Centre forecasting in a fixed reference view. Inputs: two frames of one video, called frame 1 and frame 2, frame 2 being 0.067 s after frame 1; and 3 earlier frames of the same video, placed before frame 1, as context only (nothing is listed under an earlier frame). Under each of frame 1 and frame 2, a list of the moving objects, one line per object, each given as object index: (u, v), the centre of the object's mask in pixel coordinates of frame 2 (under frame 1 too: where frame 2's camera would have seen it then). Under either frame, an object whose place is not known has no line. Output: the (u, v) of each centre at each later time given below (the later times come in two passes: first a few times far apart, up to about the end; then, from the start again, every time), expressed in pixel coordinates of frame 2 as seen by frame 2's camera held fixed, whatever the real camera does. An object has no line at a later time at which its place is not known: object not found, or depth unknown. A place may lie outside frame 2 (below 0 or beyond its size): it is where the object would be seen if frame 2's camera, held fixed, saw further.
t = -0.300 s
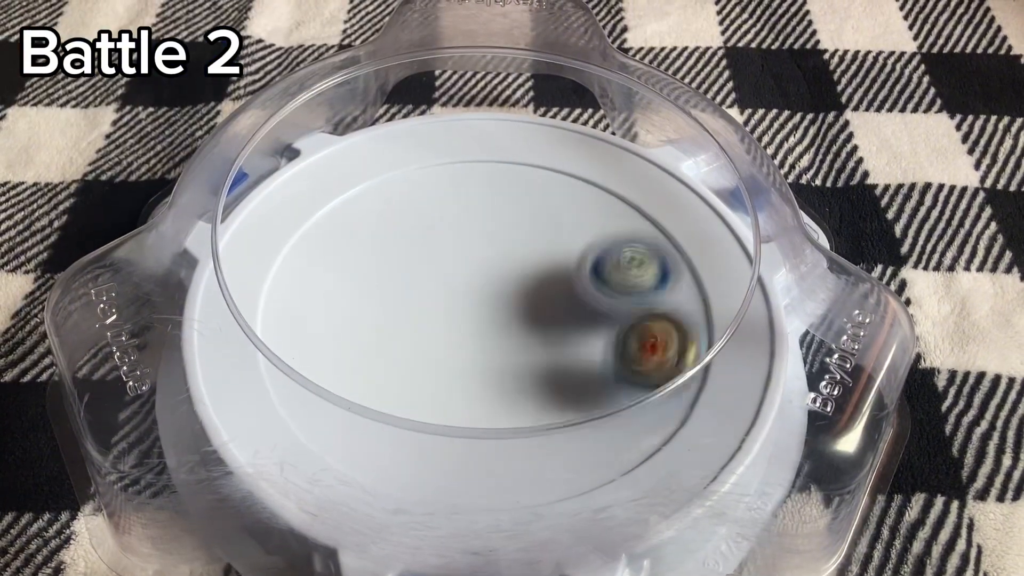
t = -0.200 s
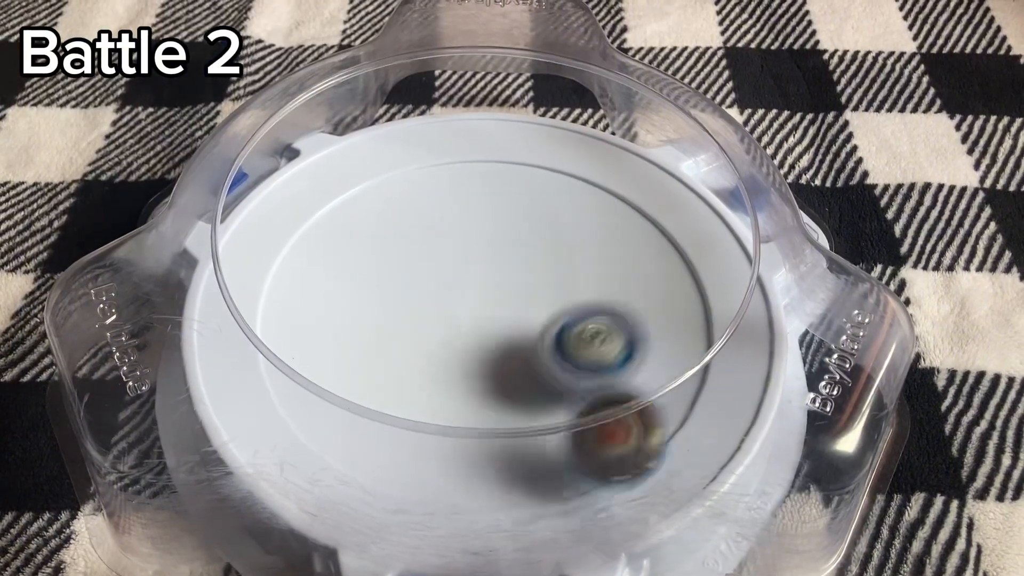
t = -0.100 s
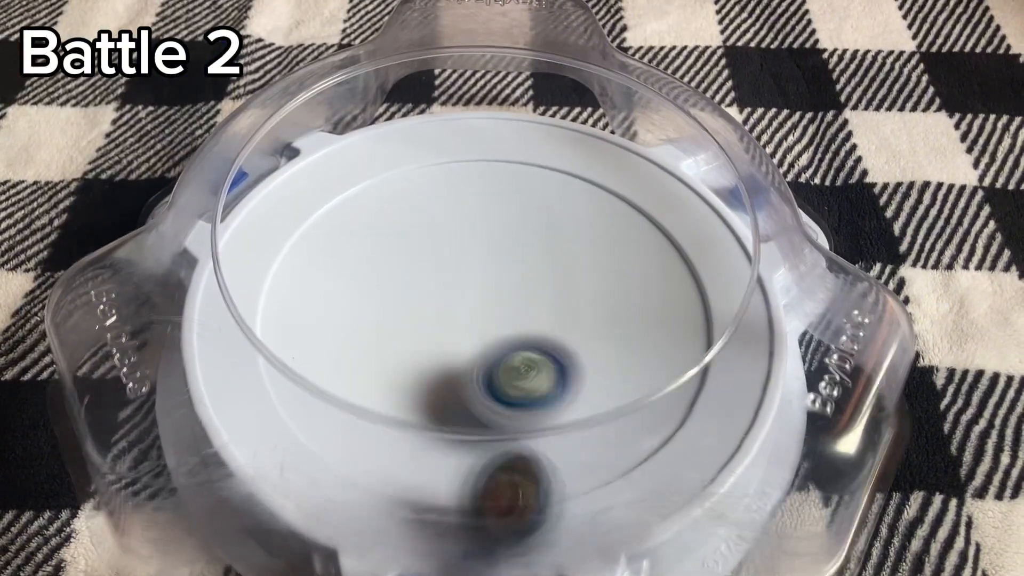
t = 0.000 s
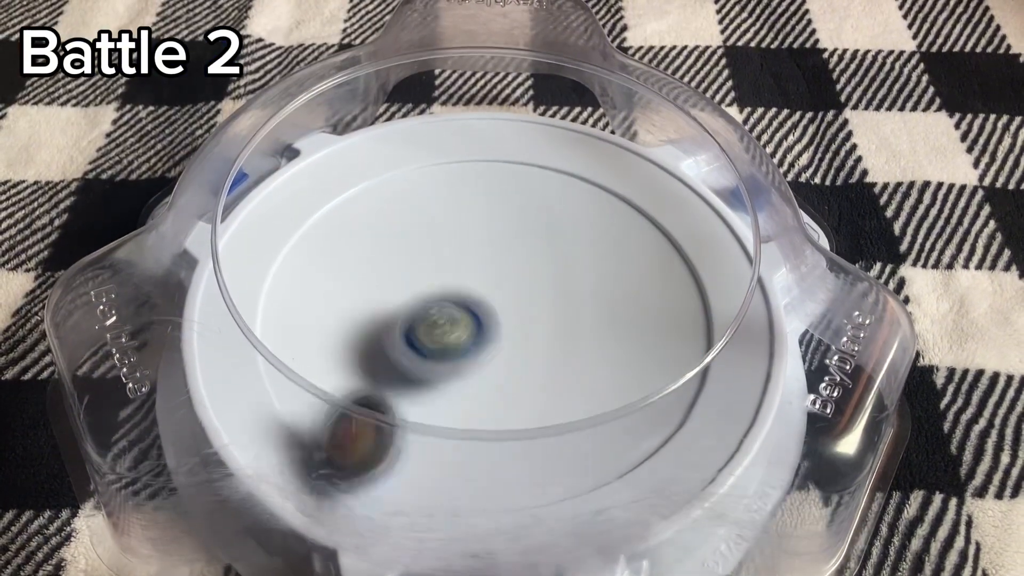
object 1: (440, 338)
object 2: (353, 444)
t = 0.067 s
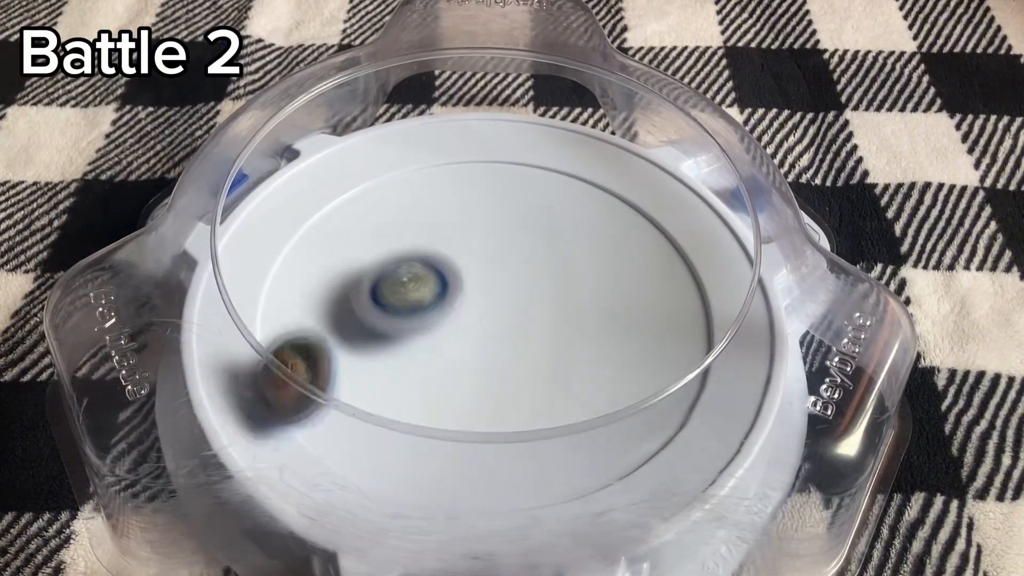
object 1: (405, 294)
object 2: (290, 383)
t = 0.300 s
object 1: (424, 192)
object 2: (296, 214)
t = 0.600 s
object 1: (661, 258)
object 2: (474, 297)
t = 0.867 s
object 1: (650, 412)
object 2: (370, 485)
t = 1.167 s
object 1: (443, 291)
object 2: (376, 147)
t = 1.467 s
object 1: (420, 181)
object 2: (660, 198)
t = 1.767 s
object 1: (567, 260)
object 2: (562, 413)
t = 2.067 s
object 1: (466, 349)
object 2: (320, 423)
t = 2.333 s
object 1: (419, 214)
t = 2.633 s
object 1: (576, 230)
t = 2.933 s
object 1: (469, 436)
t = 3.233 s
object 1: (276, 313)
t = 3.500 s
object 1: (430, 196)
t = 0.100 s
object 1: (395, 273)
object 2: (272, 351)
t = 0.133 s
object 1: (391, 252)
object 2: (266, 316)
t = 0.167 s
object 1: (390, 234)
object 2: (261, 290)
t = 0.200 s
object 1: (393, 218)
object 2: (257, 266)
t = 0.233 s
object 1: (400, 208)
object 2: (265, 246)
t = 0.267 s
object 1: (411, 198)
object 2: (278, 228)
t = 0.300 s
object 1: (424, 192)
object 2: (296, 214)
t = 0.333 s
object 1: (440, 190)
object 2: (320, 204)
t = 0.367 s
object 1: (459, 191)
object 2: (345, 201)
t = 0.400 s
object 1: (479, 194)
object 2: (373, 199)
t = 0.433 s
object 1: (502, 200)
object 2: (405, 204)
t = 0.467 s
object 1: (528, 208)
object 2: (431, 211)
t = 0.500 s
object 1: (563, 216)
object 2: (441, 218)
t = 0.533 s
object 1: (600, 225)
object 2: (453, 240)
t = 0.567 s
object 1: (631, 240)
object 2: (464, 275)
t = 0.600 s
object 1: (661, 258)
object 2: (474, 297)
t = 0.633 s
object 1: (682, 280)
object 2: (486, 322)
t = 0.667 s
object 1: (695, 303)
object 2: (493, 348)
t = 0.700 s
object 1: (691, 326)
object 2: (501, 373)
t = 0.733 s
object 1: (696, 356)
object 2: (508, 396)
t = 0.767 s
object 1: (676, 393)
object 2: (518, 420)
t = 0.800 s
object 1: (647, 420)
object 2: (530, 440)
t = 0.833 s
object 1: (648, 422)
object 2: (441, 487)
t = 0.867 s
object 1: (650, 412)
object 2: (370, 485)
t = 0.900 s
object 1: (644, 401)
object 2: (327, 443)
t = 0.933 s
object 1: (625, 379)
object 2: (302, 382)
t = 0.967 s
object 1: (610, 376)
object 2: (286, 333)
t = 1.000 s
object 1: (585, 369)
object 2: (266, 288)
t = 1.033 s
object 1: (553, 359)
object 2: (263, 245)
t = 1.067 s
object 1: (522, 346)
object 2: (278, 203)
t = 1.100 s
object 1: (493, 329)
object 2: (297, 167)
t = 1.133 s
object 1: (465, 311)
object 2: (337, 152)
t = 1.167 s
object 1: (443, 291)
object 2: (376, 147)
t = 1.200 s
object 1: (424, 270)
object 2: (418, 142)
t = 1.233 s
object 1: (408, 251)
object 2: (459, 136)
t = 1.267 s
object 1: (399, 233)
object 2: (496, 137)
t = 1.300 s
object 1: (394, 217)
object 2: (532, 138)
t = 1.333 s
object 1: (392, 203)
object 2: (566, 140)
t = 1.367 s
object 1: (394, 193)
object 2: (599, 147)
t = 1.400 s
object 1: (400, 186)
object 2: (624, 160)
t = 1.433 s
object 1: (409, 182)
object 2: (644, 177)
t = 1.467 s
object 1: (420, 181)
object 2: (660, 198)
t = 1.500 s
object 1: (435, 185)
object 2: (668, 223)
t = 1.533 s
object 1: (450, 189)
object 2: (676, 250)
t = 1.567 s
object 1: (467, 196)
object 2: (672, 277)
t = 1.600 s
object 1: (484, 205)
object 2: (665, 303)
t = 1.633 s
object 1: (503, 214)
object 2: (656, 329)
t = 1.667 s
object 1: (522, 224)
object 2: (638, 353)
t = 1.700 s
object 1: (539, 235)
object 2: (614, 373)
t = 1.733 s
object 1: (555, 246)
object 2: (591, 399)
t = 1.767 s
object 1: (567, 260)
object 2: (562, 413)
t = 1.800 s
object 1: (571, 276)
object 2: (533, 424)
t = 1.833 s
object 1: (570, 294)
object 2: (502, 431)
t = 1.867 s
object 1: (564, 311)
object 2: (474, 433)
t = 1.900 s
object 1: (551, 328)
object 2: (447, 432)
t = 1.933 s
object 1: (535, 344)
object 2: (427, 426)
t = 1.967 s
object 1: (513, 358)
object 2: (412, 415)
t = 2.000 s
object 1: (492, 366)
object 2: (400, 403)
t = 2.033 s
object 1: (475, 362)
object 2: (363, 410)
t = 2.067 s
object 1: (466, 349)
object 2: (320, 423)
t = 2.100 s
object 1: (455, 335)
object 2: (287, 432)
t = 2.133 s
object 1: (443, 319)
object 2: (260, 440)
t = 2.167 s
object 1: (434, 302)
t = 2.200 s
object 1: (424, 284)
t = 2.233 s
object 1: (417, 265)
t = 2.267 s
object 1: (413, 246)
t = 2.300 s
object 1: (415, 229)
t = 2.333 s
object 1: (419, 214)
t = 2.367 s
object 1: (428, 202)
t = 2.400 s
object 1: (441, 192)
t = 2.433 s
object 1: (458, 184)
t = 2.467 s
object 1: (476, 181)
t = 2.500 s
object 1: (497, 180)
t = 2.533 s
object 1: (519, 185)
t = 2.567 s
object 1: (542, 196)
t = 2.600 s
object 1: (561, 210)
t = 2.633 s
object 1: (576, 230)
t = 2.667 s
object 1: (587, 252)
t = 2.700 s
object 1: (594, 279)
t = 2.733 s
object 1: (592, 309)
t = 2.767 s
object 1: (585, 337)
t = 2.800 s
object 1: (571, 364)
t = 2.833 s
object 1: (554, 385)
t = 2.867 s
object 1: (528, 411)
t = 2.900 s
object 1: (501, 426)
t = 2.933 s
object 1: (469, 436)
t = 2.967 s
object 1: (435, 442)
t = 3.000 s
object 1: (396, 443)
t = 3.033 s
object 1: (366, 435)
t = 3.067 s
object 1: (337, 422)
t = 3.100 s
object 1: (313, 407)
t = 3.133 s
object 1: (291, 387)
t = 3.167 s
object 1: (280, 364)
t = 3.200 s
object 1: (275, 338)
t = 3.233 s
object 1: (276, 313)
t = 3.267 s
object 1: (279, 289)
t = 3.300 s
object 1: (286, 267)
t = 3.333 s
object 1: (299, 245)
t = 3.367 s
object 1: (318, 227)
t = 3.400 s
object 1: (339, 213)
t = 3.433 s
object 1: (367, 203)
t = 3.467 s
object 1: (398, 197)
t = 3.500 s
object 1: (430, 196)
